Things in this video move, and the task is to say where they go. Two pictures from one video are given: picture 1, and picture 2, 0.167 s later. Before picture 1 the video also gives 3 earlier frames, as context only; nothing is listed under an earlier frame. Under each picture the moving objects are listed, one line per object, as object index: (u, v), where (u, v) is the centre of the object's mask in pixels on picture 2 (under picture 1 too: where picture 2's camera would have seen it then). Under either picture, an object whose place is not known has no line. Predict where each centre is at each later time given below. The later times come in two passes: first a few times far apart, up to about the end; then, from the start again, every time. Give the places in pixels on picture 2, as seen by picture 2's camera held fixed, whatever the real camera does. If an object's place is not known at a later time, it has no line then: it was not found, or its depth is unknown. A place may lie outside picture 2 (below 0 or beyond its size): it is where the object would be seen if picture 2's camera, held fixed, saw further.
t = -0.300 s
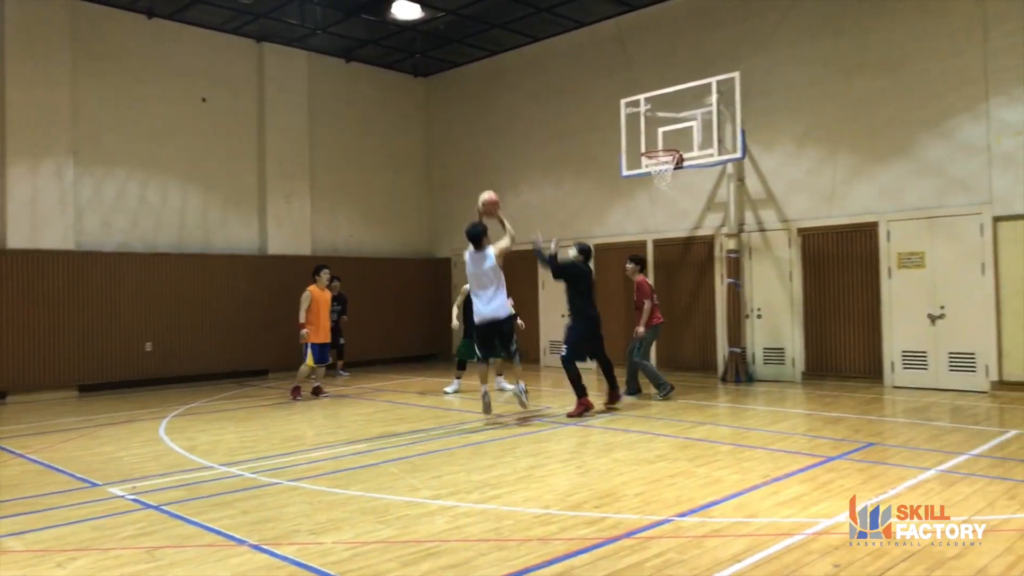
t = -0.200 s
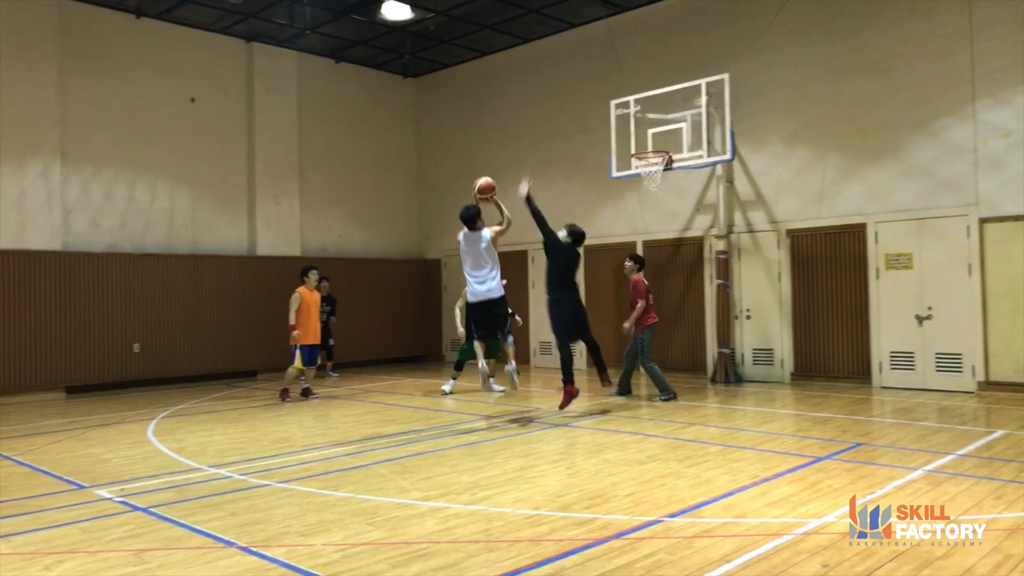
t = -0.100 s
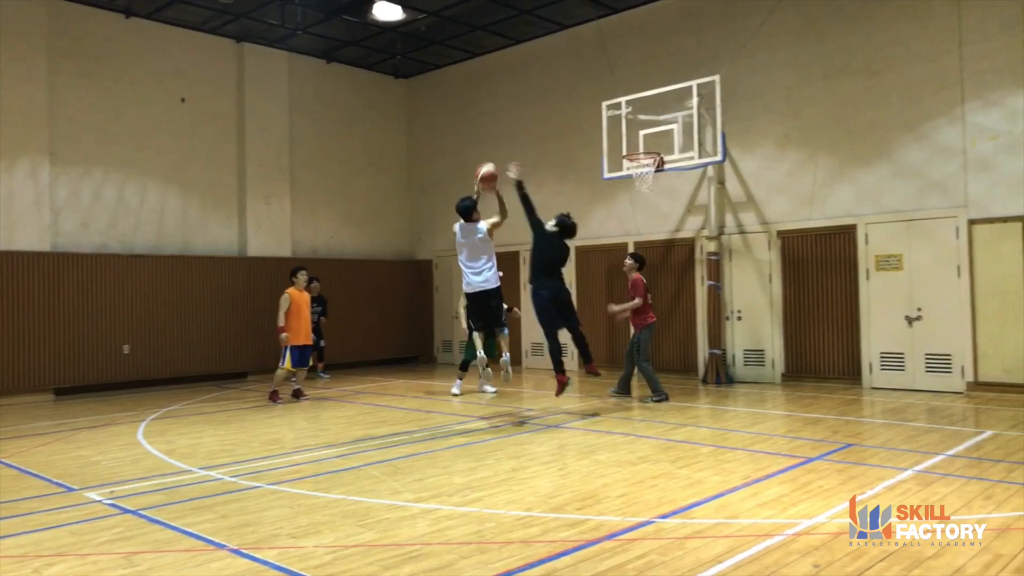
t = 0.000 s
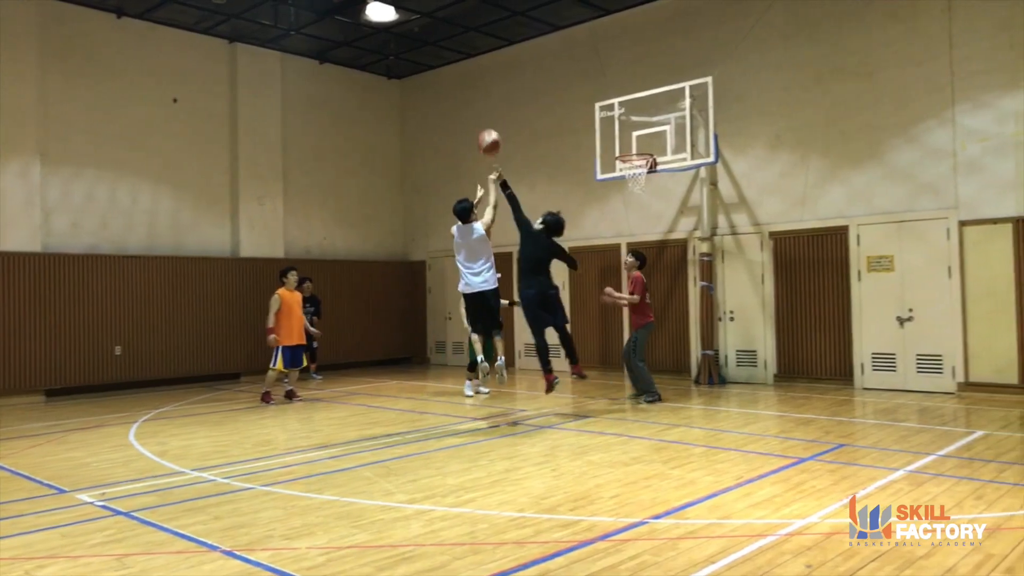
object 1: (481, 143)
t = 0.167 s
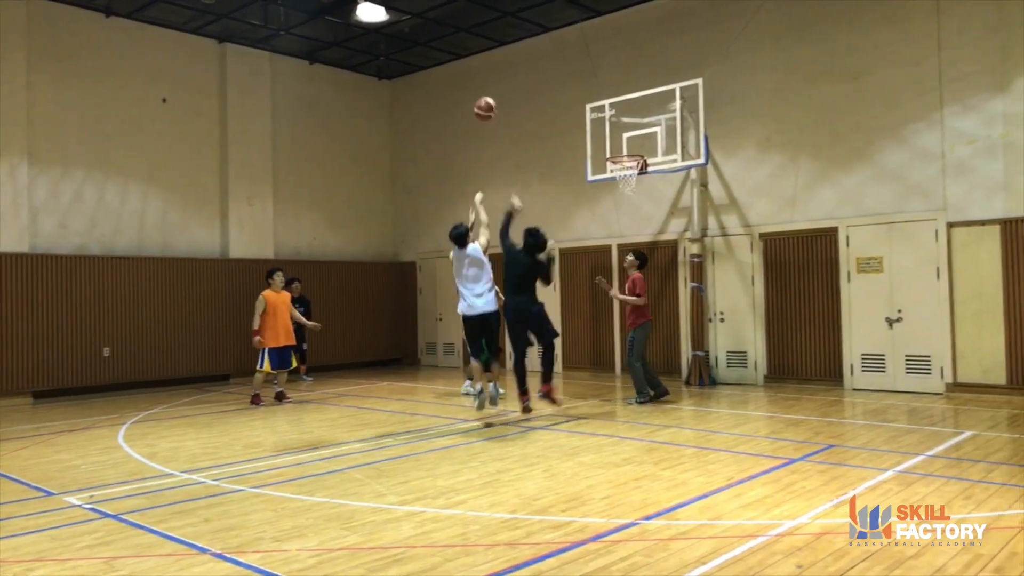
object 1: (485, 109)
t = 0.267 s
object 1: (488, 101)
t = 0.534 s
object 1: (498, 121)
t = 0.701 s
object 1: (505, 162)
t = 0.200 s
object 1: (486, 105)
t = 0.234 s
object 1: (488, 102)
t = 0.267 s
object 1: (488, 101)
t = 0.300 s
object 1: (490, 100)
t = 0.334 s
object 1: (491, 100)
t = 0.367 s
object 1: (492, 101)
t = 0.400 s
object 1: (494, 103)
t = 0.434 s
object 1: (495, 106)
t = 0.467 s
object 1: (496, 110)
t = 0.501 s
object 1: (497, 115)
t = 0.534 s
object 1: (498, 121)
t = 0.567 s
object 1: (500, 127)
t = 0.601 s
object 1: (501, 135)
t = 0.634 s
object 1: (503, 144)
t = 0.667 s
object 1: (504, 153)
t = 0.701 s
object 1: (505, 162)
